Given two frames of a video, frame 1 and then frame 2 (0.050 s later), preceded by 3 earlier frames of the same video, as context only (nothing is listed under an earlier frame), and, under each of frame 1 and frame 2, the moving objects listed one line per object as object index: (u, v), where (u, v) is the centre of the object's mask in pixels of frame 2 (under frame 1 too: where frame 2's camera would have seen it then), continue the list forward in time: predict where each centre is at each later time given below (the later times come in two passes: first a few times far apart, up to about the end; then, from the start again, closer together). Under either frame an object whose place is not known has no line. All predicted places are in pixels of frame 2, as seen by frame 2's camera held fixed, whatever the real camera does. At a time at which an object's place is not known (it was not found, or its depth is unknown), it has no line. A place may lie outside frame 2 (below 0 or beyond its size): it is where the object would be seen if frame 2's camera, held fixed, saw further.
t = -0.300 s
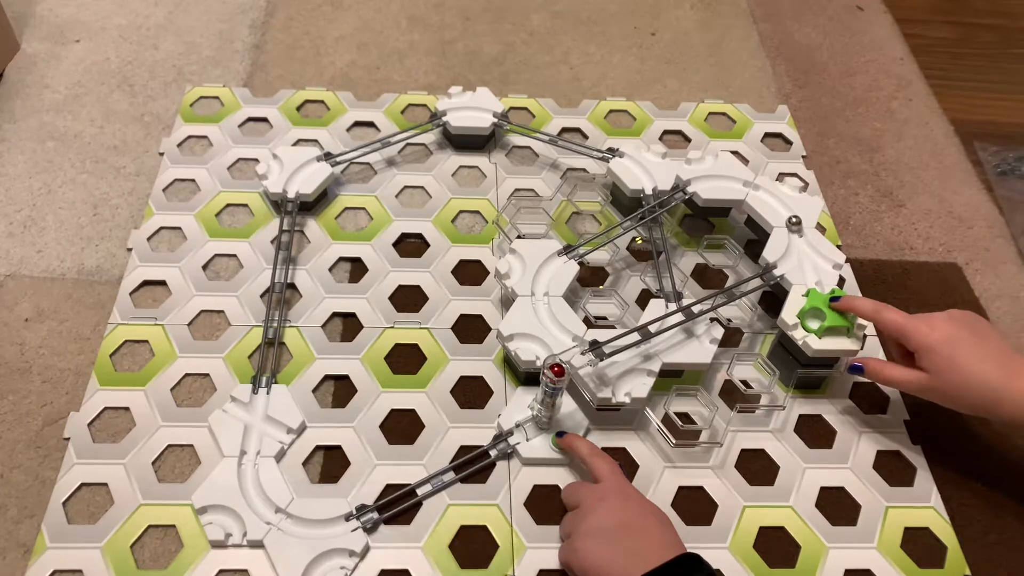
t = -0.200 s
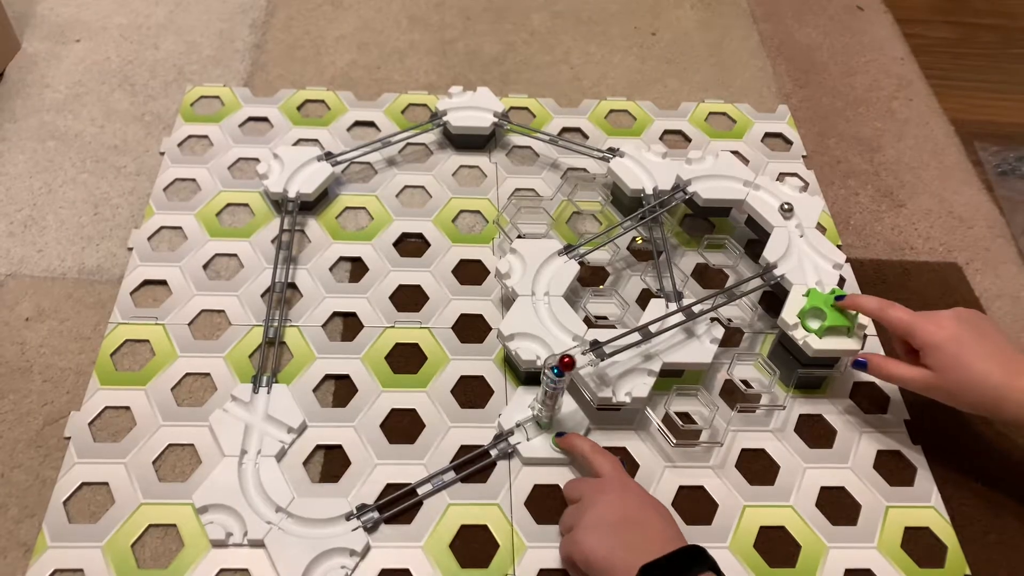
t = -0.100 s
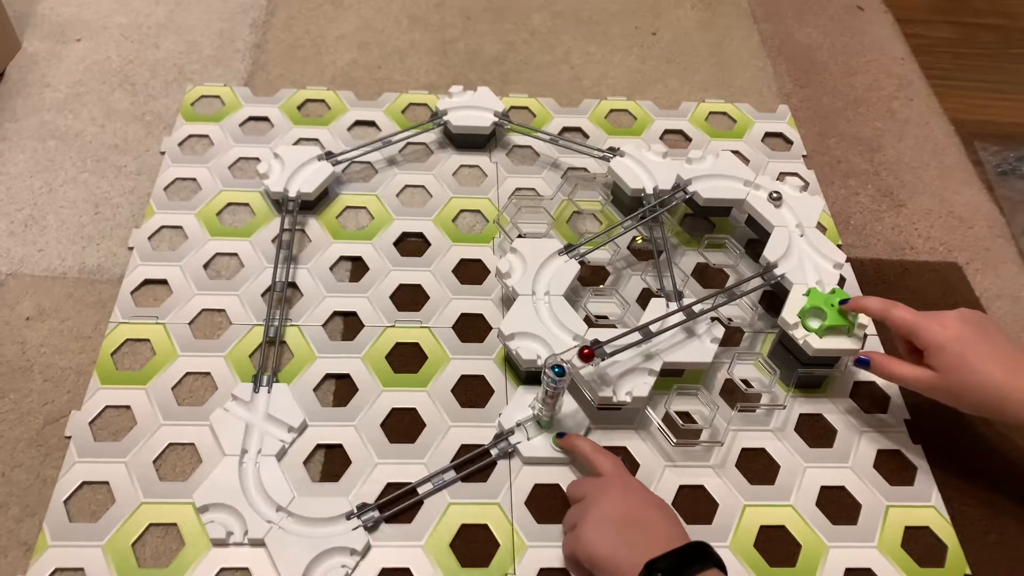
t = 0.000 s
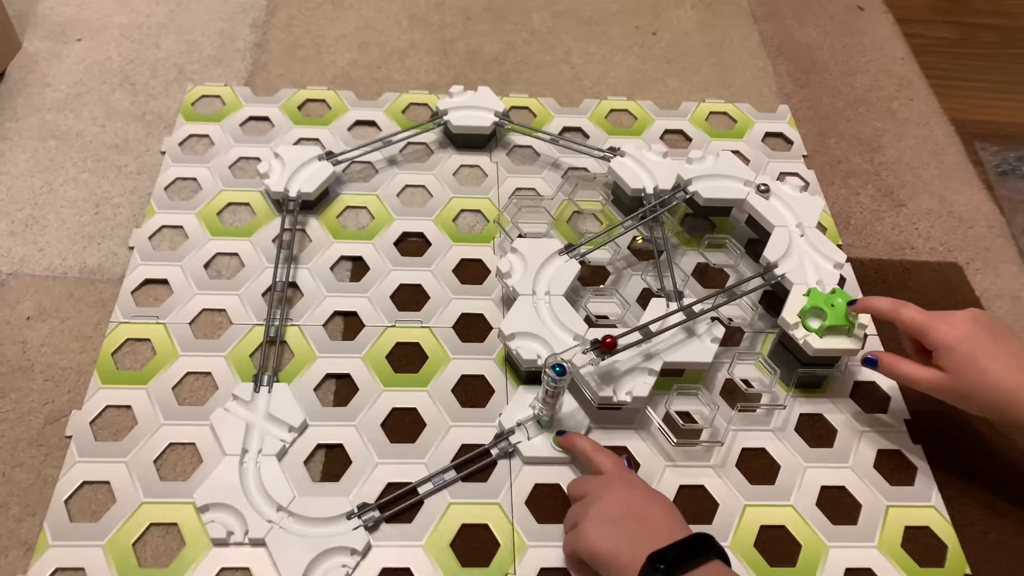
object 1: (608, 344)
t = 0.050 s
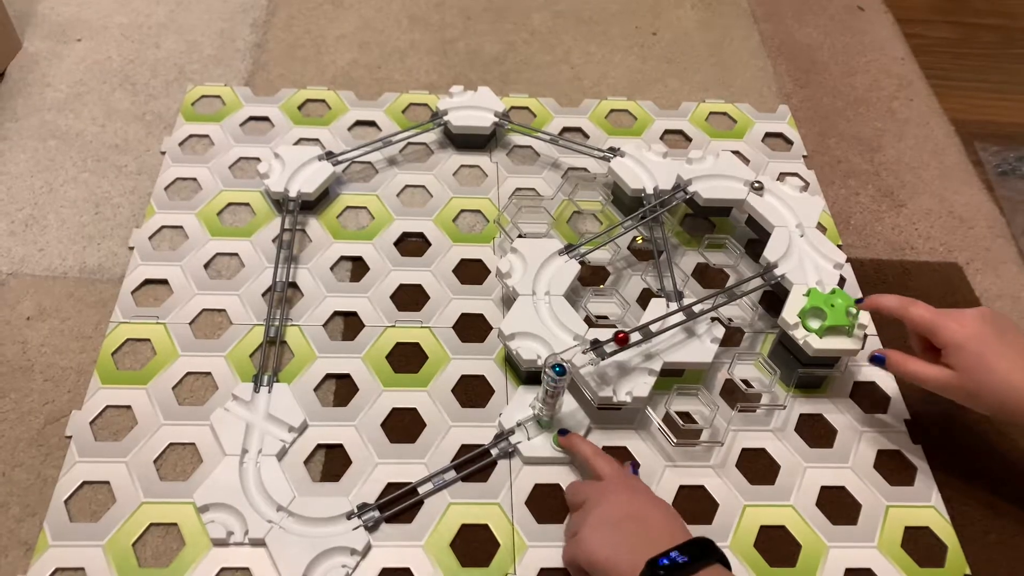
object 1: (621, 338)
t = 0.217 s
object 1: (673, 315)
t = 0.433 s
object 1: (754, 279)
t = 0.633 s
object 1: (799, 228)
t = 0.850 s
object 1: (749, 185)
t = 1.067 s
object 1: (688, 187)
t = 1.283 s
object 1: (614, 227)
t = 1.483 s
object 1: (541, 297)
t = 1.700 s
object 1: (631, 353)
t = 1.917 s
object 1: (675, 302)
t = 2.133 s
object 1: (665, 254)
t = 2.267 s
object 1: (659, 226)
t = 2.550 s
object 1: (646, 175)
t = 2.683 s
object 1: (626, 157)
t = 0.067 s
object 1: (625, 337)
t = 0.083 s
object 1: (630, 334)
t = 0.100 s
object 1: (635, 332)
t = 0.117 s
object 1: (640, 330)
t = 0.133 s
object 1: (645, 328)
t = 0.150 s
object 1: (651, 325)
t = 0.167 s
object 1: (656, 323)
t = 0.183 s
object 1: (661, 320)
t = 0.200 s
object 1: (667, 318)
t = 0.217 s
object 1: (673, 315)
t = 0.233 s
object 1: (679, 313)
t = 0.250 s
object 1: (685, 310)
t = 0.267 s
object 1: (690, 308)
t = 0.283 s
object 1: (696, 306)
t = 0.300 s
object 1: (703, 302)
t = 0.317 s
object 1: (709, 299)
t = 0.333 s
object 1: (715, 297)
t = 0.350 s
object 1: (721, 294)
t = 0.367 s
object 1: (729, 291)
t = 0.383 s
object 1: (734, 289)
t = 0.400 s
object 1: (741, 285)
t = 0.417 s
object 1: (748, 282)
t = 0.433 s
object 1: (754, 279)
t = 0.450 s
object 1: (760, 276)
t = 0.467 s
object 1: (768, 272)
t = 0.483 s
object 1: (773, 271)
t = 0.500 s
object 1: (779, 268)
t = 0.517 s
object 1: (786, 264)
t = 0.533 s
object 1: (791, 259)
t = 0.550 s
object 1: (794, 254)
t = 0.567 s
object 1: (797, 248)
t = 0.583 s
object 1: (800, 243)
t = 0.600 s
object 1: (802, 238)
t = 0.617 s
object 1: (801, 232)
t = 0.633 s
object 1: (799, 228)
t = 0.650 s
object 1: (796, 226)
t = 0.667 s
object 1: (793, 222)
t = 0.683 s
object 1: (791, 217)
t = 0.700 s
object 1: (789, 213)
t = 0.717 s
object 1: (786, 209)
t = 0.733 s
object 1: (782, 205)
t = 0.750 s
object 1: (778, 201)
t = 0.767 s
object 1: (774, 198)
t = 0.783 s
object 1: (769, 195)
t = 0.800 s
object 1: (764, 192)
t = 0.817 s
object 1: (759, 189)
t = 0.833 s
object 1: (754, 187)
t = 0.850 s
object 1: (749, 185)
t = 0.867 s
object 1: (744, 183)
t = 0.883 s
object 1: (739, 182)
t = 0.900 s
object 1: (733, 180)
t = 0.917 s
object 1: (728, 180)
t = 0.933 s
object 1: (723, 179)
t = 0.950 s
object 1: (718, 179)
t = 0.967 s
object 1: (713, 179)
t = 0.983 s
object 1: (708, 179)
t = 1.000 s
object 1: (704, 180)
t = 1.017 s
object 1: (700, 181)
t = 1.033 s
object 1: (696, 183)
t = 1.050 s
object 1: (692, 185)
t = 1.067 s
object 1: (688, 187)
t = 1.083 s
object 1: (684, 189)
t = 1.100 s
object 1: (680, 191)
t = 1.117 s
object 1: (676, 192)
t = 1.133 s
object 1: (672, 196)
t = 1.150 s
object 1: (666, 200)
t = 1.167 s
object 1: (660, 203)
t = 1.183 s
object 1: (655, 206)
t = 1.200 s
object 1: (649, 209)
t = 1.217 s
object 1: (644, 213)
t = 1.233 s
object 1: (637, 217)
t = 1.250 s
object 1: (629, 221)
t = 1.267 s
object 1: (621, 223)
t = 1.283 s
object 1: (614, 227)
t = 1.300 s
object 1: (606, 231)
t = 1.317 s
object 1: (598, 236)
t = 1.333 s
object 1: (589, 240)
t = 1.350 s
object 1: (581, 244)
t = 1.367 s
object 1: (571, 249)
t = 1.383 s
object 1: (563, 254)
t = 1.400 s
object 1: (555, 259)
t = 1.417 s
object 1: (549, 265)
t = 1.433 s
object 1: (545, 273)
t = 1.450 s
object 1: (541, 281)
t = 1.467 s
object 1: (540, 290)
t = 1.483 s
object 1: (541, 297)
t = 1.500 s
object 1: (542, 306)
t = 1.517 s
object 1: (545, 314)
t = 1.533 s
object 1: (551, 321)
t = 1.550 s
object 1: (557, 328)
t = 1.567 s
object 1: (563, 334)
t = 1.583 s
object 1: (572, 338)
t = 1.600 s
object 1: (578, 341)
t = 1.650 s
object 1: (608, 348)
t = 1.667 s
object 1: (615, 351)
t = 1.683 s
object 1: (624, 354)
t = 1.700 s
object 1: (631, 353)
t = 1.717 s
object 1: (638, 351)
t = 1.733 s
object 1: (644, 348)
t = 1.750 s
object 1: (649, 346)
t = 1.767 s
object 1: (654, 344)
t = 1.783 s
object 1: (659, 341)
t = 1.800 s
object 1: (663, 338)
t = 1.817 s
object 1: (666, 334)
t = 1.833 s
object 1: (669, 329)
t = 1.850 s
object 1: (671, 325)
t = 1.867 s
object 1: (673, 321)
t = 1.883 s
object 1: (675, 317)
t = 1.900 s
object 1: (675, 310)
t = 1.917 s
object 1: (675, 302)
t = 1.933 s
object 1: (674, 300)
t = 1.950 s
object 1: (674, 298)
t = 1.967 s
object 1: (673, 294)
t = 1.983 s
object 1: (673, 291)
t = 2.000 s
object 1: (671, 285)
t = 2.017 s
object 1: (671, 281)
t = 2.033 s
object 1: (669, 277)
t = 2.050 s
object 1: (668, 274)
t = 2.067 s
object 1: (667, 270)
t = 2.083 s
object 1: (667, 266)
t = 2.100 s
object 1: (666, 262)
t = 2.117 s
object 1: (666, 258)
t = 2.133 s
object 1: (665, 254)
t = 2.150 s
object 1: (664, 251)
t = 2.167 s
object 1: (663, 247)
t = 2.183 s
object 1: (662, 243)
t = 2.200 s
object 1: (661, 241)
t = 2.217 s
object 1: (661, 238)
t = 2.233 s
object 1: (660, 233)
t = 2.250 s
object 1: (659, 229)
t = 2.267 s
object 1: (659, 226)
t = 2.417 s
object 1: (653, 196)
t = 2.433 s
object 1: (652, 194)
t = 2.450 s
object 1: (652, 193)
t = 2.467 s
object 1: (652, 190)
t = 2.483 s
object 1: (651, 186)
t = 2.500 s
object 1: (650, 183)
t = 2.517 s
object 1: (648, 180)
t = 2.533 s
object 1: (648, 178)
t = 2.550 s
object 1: (646, 175)
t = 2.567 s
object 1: (644, 173)
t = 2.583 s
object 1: (643, 170)
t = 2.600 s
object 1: (640, 168)
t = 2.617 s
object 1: (638, 166)
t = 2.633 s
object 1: (635, 163)
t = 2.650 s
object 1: (632, 161)
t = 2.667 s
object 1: (630, 159)
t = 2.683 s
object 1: (626, 157)
